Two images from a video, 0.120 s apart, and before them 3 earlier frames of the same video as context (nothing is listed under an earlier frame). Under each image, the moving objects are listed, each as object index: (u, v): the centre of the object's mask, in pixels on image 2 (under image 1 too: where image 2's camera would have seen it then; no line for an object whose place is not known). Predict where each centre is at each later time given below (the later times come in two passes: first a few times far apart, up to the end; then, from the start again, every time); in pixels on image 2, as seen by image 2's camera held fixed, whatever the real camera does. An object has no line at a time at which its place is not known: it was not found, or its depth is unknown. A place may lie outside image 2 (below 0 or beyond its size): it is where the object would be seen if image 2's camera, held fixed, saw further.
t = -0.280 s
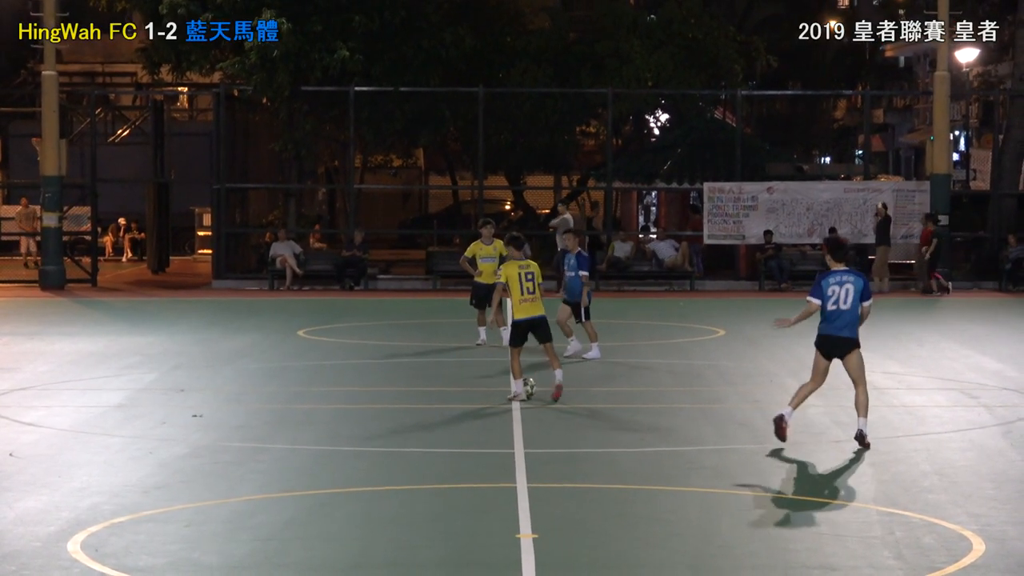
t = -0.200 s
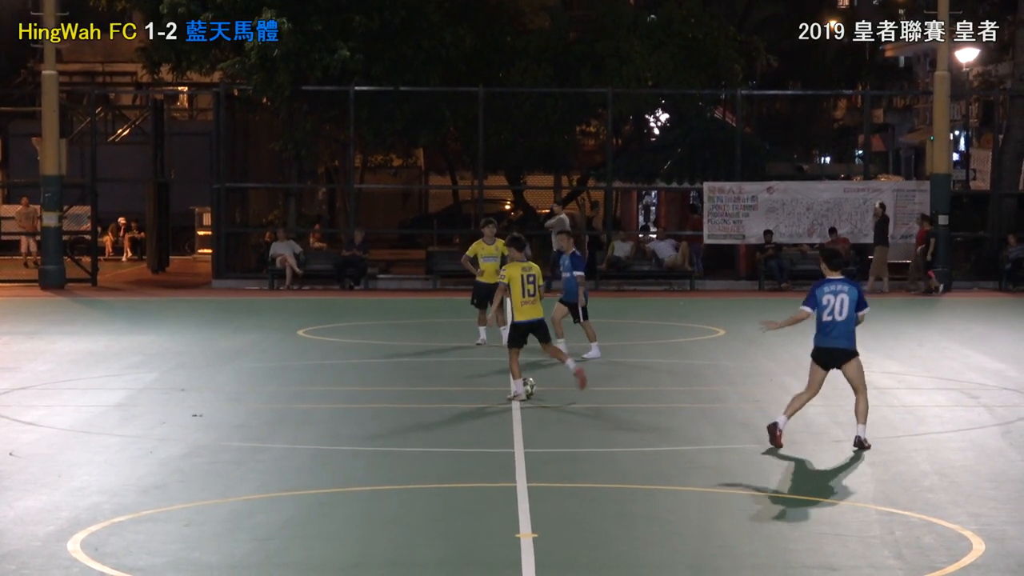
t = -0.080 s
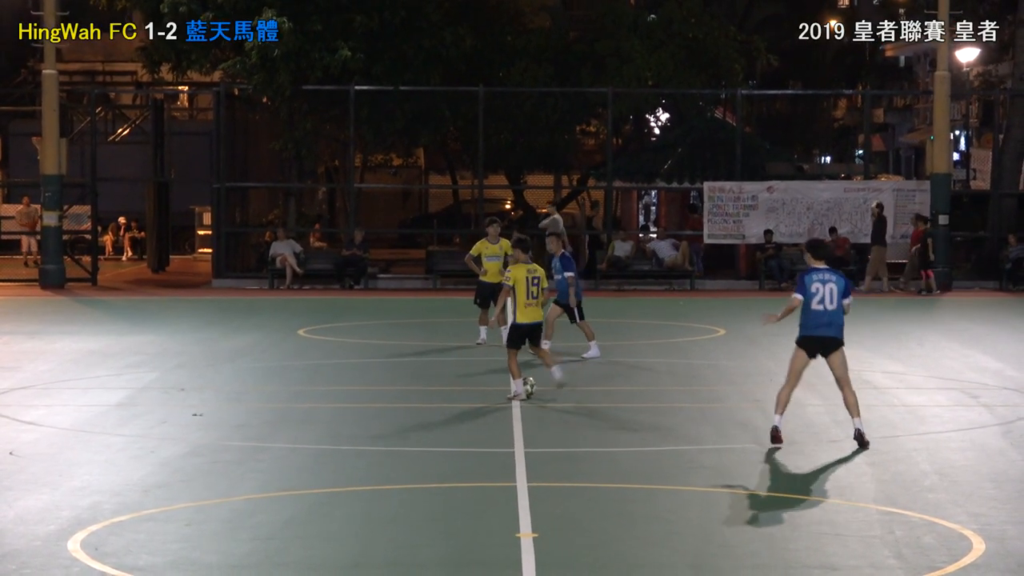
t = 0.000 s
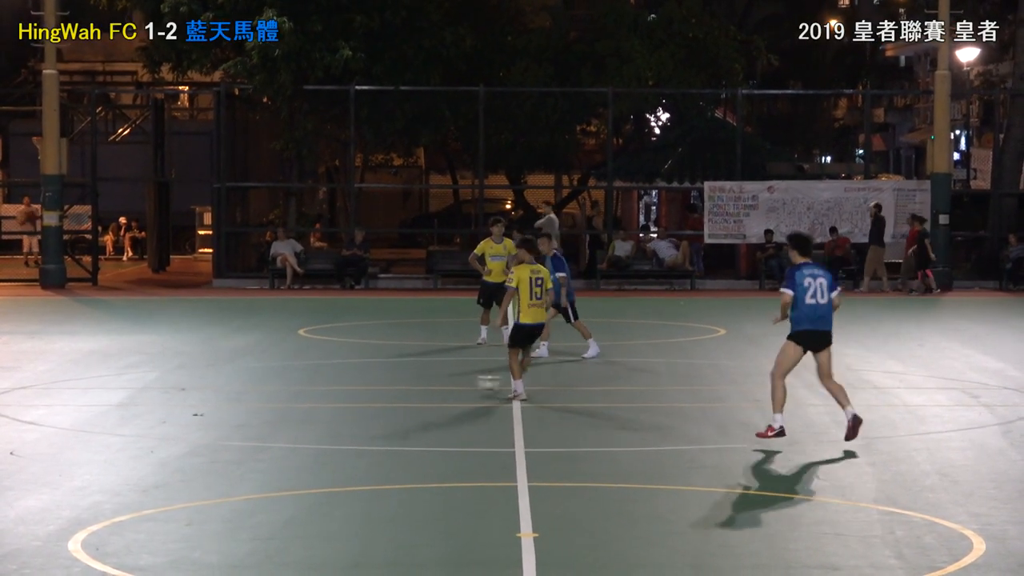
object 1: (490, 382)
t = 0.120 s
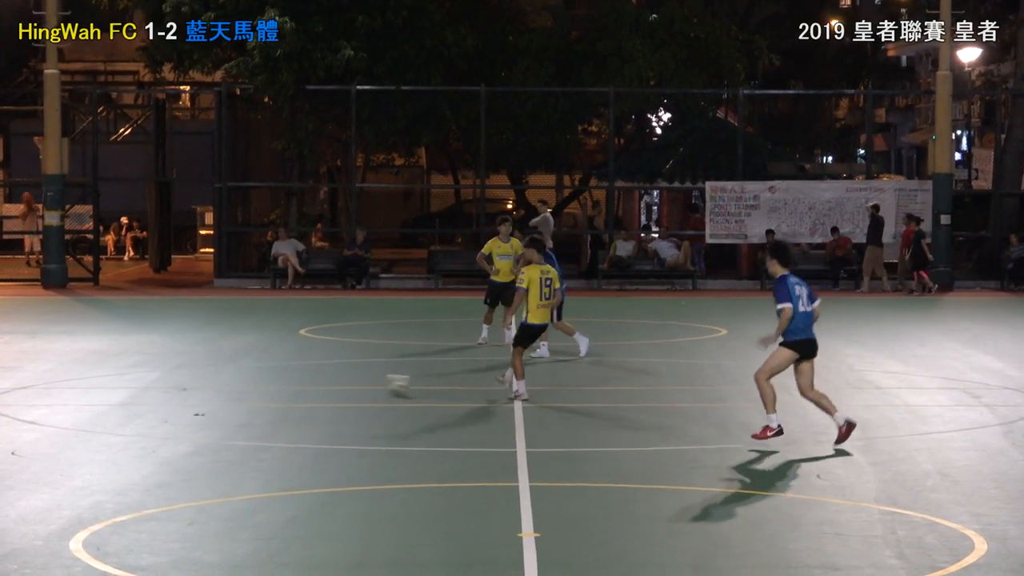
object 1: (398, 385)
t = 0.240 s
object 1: (313, 384)
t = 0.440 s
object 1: (190, 381)
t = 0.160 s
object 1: (374, 383)
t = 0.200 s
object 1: (337, 384)
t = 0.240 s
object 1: (313, 384)
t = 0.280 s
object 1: (281, 384)
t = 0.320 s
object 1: (261, 383)
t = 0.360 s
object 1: (239, 383)
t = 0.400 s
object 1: (209, 381)
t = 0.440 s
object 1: (190, 381)
